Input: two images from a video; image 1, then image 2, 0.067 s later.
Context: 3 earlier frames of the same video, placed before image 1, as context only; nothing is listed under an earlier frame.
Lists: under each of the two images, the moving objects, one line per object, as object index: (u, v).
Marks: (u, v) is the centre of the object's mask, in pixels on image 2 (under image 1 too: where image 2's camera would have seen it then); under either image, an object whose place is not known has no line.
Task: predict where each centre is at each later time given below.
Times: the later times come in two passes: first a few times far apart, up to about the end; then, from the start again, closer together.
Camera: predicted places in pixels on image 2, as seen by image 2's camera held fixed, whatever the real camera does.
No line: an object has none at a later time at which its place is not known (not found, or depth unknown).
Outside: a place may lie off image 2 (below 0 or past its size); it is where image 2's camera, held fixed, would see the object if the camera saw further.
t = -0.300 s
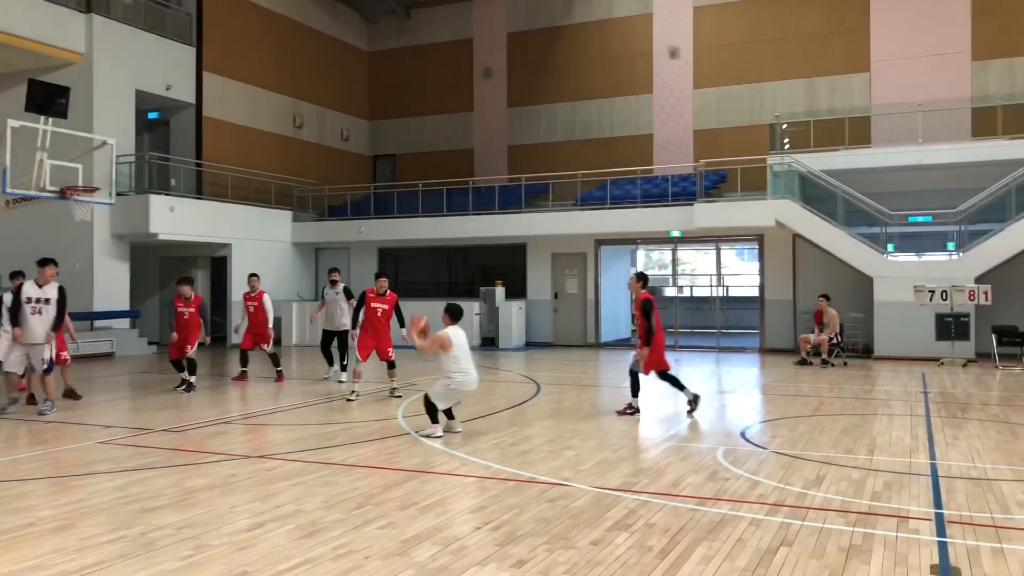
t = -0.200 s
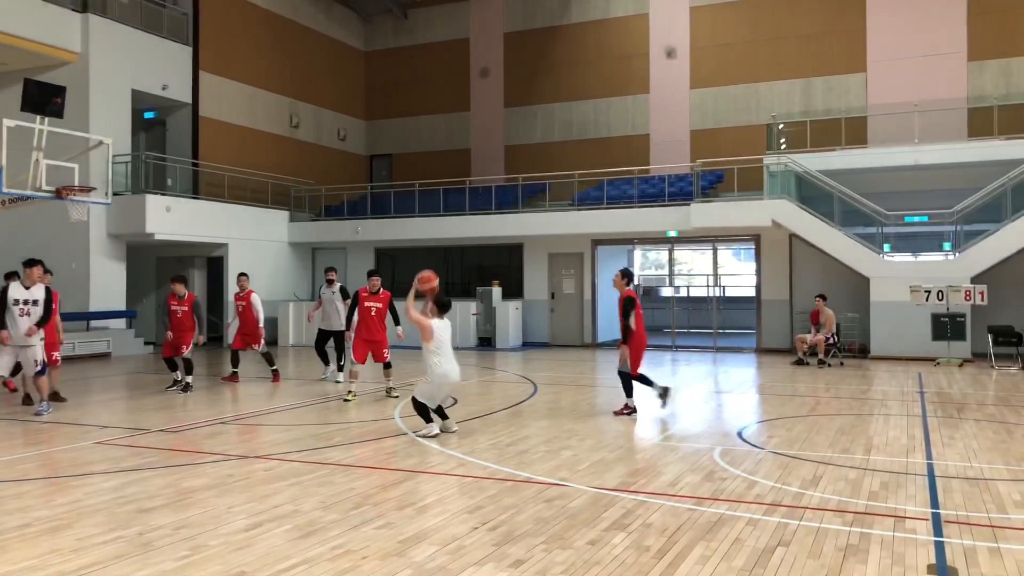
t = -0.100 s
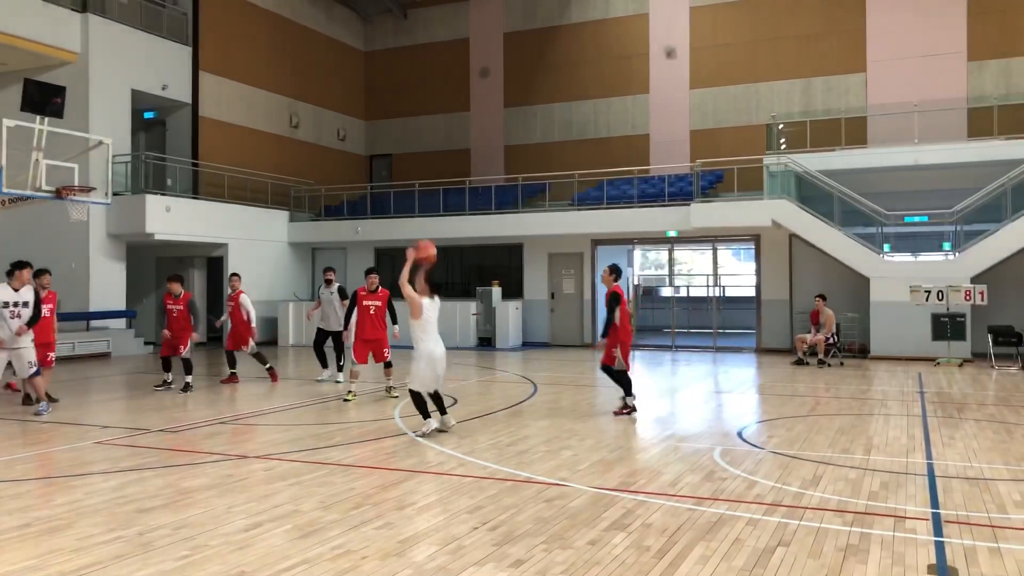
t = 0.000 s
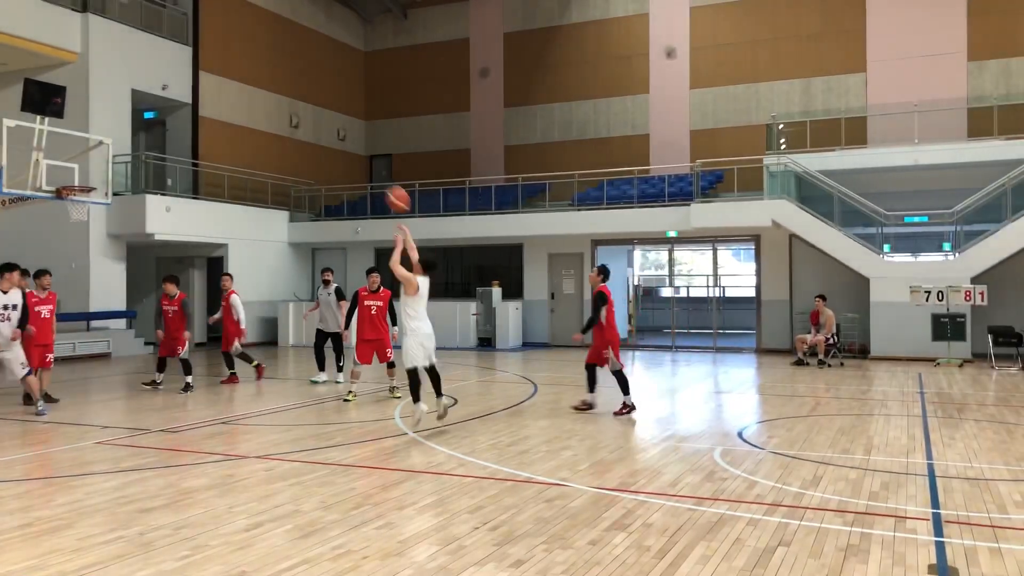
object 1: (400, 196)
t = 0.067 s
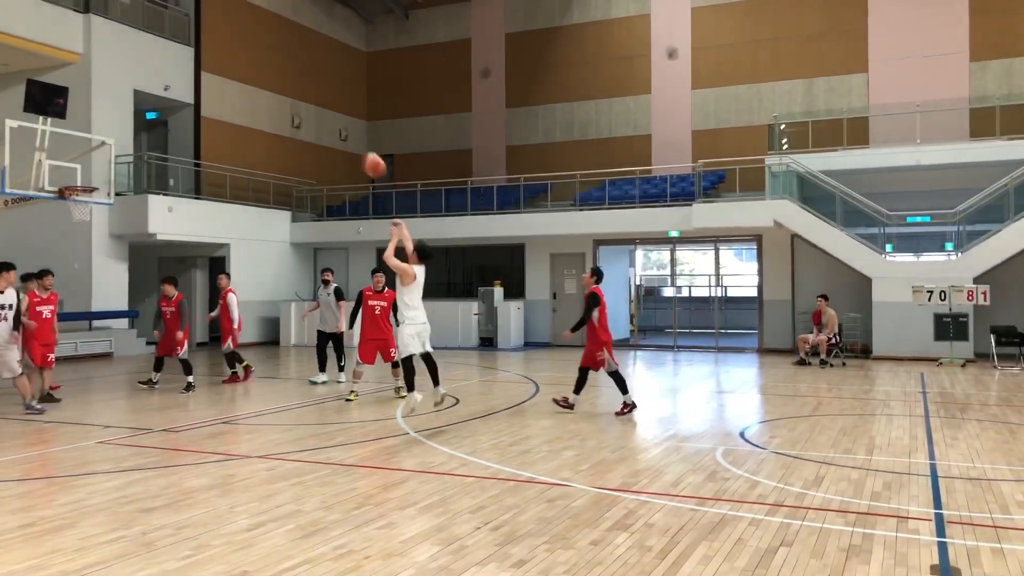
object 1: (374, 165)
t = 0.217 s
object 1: (318, 103)
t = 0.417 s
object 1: (256, 63)
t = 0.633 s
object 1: (194, 55)
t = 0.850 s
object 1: (139, 80)
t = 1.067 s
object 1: (88, 133)
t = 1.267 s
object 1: (50, 165)
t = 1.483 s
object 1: (50, 138)
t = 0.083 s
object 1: (367, 157)
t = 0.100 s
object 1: (360, 149)
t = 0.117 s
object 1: (355, 142)
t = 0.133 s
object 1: (348, 135)
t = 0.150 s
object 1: (342, 129)
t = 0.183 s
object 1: (330, 114)
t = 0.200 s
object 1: (324, 108)
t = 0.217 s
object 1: (318, 103)
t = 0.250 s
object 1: (308, 96)
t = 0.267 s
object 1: (302, 92)
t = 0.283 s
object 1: (297, 88)
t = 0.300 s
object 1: (291, 84)
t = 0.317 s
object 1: (285, 80)
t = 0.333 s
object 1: (280, 77)
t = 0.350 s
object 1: (275, 73)
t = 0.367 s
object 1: (270, 70)
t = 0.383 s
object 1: (265, 66)
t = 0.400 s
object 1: (260, 65)
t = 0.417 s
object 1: (256, 63)
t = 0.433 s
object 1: (251, 62)
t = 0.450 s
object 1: (245, 60)
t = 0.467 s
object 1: (240, 58)
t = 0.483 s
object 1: (235, 57)
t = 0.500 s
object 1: (230, 56)
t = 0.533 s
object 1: (219, 51)
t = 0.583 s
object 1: (207, 51)
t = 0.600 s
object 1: (203, 52)
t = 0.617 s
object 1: (198, 54)
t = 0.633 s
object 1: (194, 55)
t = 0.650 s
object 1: (189, 56)
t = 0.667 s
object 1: (185, 57)
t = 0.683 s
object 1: (181, 58)
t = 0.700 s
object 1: (176, 59)
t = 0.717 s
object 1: (172, 61)
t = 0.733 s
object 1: (168, 64)
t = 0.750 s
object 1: (163, 66)
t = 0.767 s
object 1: (159, 68)
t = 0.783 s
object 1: (155, 70)
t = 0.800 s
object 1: (151, 72)
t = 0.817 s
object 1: (147, 75)
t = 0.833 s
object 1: (143, 78)
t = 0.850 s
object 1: (139, 80)
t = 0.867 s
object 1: (135, 83)
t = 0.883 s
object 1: (130, 86)
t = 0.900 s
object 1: (126, 90)
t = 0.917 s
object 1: (121, 92)
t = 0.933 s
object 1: (117, 95)
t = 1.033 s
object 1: (96, 123)
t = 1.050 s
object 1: (93, 127)
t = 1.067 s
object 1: (88, 133)
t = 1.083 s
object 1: (85, 139)
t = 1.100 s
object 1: (81, 143)
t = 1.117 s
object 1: (77, 150)
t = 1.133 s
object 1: (74, 154)
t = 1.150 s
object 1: (70, 161)
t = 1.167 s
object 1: (67, 167)
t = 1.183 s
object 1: (61, 173)
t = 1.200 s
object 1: (60, 178)
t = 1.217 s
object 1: (57, 176)
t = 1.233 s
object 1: (54, 172)
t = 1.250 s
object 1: (53, 169)
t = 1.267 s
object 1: (50, 165)
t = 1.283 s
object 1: (48, 162)
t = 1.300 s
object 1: (46, 159)
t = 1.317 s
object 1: (45, 157)
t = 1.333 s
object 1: (45, 154)
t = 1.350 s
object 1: (46, 151)
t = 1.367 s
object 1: (46, 149)
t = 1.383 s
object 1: (46, 147)
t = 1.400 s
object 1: (47, 144)
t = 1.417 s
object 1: (48, 143)
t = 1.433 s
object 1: (48, 142)
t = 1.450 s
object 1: (49, 140)
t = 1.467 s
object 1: (49, 139)
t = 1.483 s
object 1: (50, 138)
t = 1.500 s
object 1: (50, 137)
